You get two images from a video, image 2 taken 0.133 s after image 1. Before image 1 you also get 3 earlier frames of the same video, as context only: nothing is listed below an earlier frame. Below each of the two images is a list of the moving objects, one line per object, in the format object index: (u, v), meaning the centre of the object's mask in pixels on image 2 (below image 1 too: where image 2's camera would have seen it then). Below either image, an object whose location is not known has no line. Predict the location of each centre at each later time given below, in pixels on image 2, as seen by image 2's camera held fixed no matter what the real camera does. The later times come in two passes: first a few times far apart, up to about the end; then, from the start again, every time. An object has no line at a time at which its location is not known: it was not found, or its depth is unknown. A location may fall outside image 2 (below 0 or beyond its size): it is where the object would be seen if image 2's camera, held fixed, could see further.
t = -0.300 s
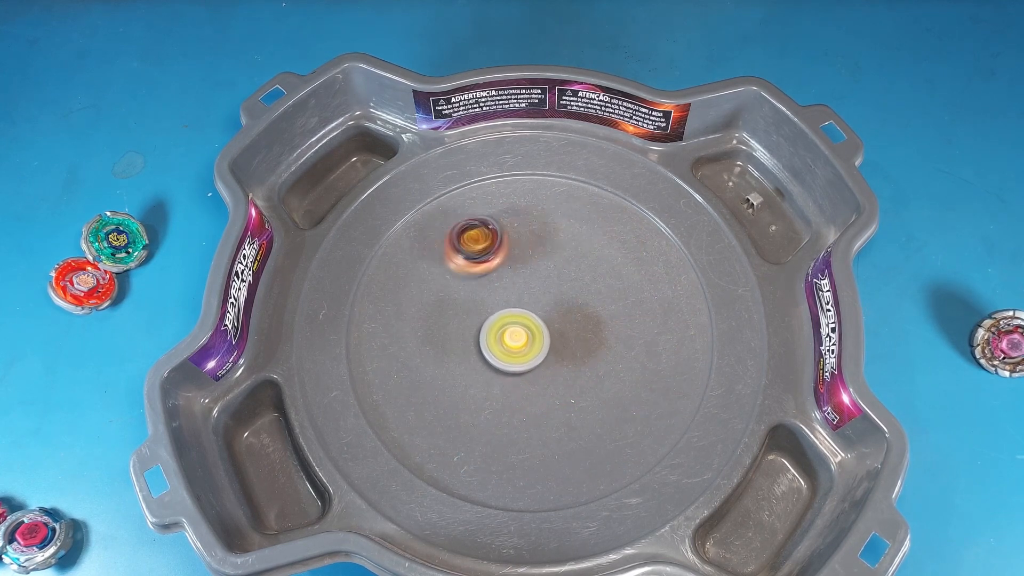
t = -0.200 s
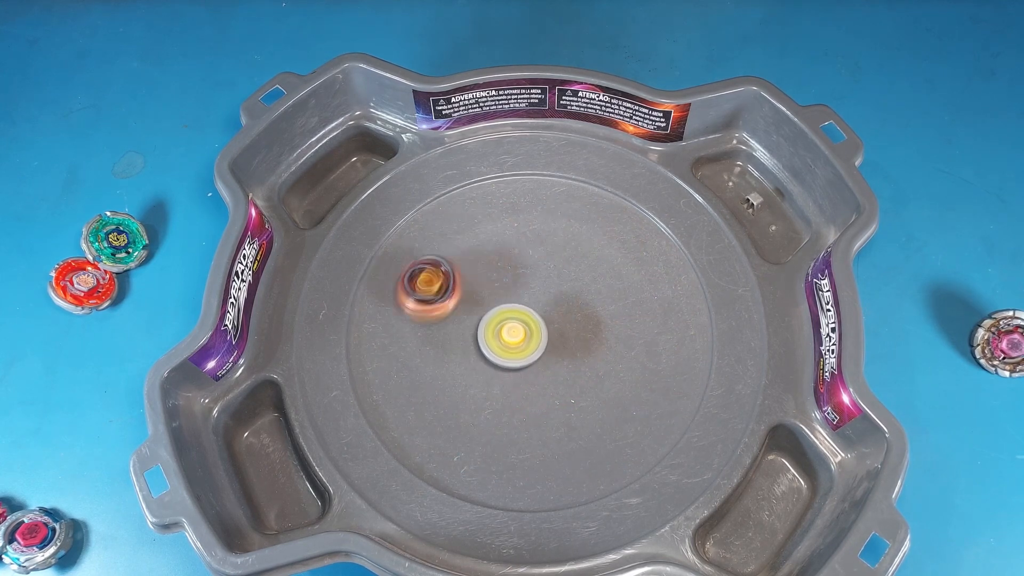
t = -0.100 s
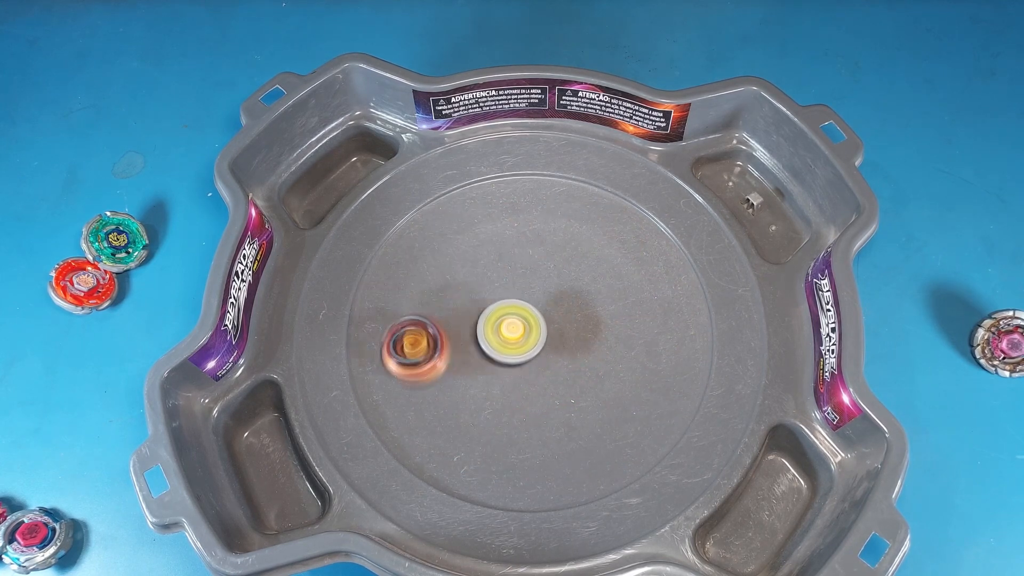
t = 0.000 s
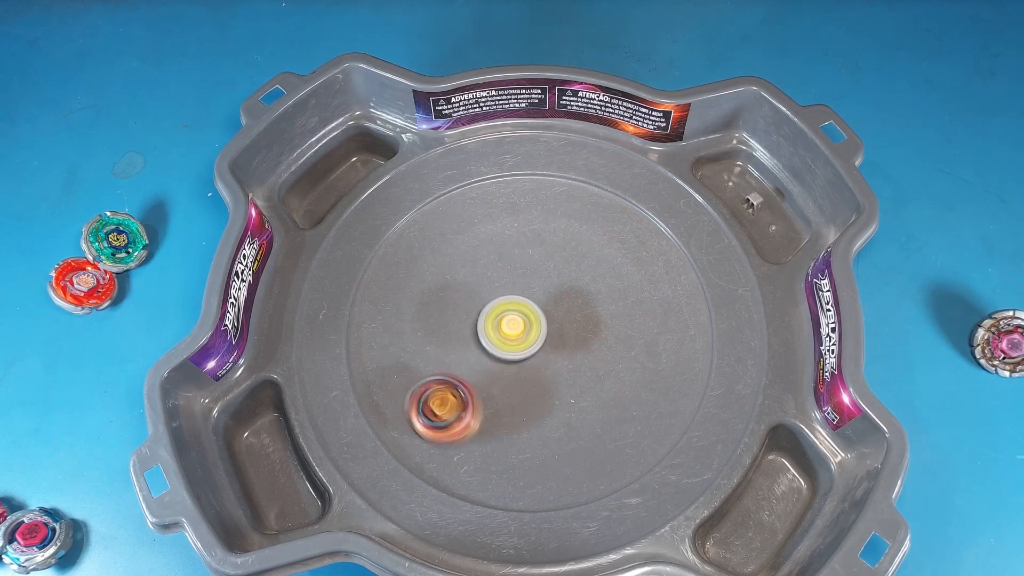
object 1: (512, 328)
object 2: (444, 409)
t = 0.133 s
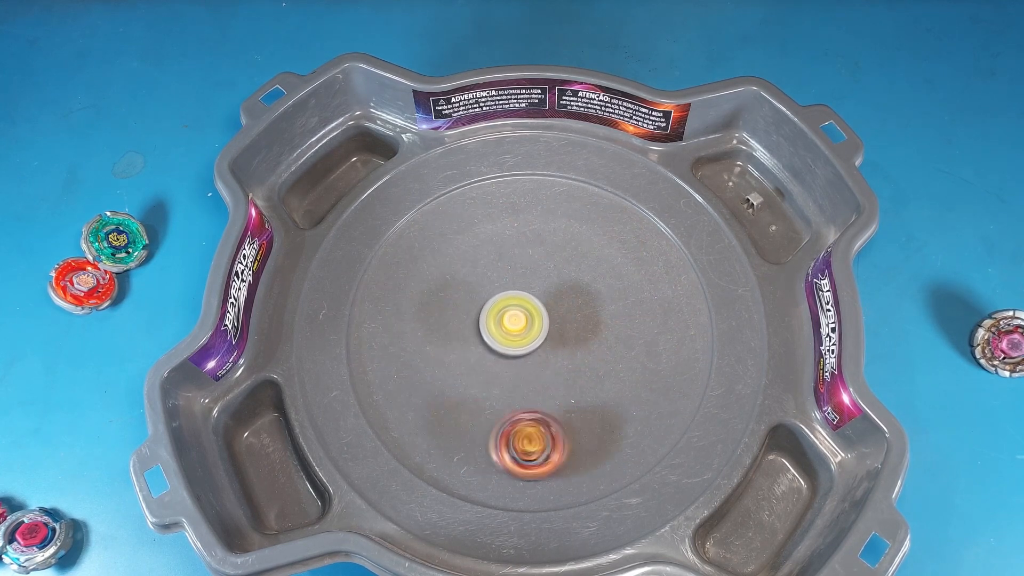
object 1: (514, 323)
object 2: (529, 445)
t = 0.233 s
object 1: (516, 320)
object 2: (596, 424)
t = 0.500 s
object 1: (528, 317)
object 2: (620, 278)
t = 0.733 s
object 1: (538, 320)
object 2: (492, 241)
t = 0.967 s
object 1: (545, 329)
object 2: (416, 351)
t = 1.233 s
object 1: (542, 342)
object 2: (555, 438)
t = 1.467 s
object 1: (536, 349)
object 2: (640, 333)
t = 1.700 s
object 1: (528, 349)
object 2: (556, 239)
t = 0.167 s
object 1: (515, 322)
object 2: (553, 442)
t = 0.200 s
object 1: (516, 321)
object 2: (575, 435)
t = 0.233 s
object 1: (516, 320)
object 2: (596, 424)
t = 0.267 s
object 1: (518, 319)
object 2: (613, 410)
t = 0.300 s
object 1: (519, 318)
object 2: (627, 393)
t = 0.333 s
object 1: (520, 318)
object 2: (637, 374)
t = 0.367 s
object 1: (521, 318)
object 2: (641, 353)
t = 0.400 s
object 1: (523, 317)
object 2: (642, 333)
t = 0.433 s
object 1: (524, 317)
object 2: (638, 313)
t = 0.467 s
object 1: (526, 317)
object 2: (630, 295)
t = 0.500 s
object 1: (528, 317)
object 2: (620, 278)
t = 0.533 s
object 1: (529, 317)
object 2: (607, 265)
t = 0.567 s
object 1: (531, 317)
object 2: (591, 253)
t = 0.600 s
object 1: (533, 317)
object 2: (572, 243)
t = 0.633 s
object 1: (534, 318)
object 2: (553, 237)
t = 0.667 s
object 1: (536, 318)
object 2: (532, 235)
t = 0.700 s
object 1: (537, 319)
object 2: (512, 236)
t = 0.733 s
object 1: (538, 320)
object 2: (492, 241)
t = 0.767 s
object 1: (540, 321)
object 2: (473, 248)
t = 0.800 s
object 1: (541, 322)
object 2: (456, 260)
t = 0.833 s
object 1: (542, 323)
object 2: (441, 273)
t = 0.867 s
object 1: (543, 324)
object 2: (429, 290)
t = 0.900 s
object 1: (544, 326)
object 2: (420, 310)
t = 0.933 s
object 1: (545, 327)
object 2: (416, 330)
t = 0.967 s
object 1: (545, 329)
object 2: (416, 351)
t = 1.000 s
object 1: (545, 330)
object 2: (422, 372)
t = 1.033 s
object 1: (545, 332)
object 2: (431, 391)
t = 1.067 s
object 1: (545, 334)
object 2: (446, 408)
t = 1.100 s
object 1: (545, 336)
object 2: (464, 423)
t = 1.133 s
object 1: (544, 338)
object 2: (485, 433)
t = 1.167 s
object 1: (543, 339)
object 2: (508, 440)
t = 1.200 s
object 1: (542, 340)
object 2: (532, 441)
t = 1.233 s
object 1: (542, 342)
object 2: (555, 438)
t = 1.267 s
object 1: (541, 343)
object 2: (575, 432)
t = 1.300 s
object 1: (540, 344)
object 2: (595, 421)
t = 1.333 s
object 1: (539, 345)
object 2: (612, 407)
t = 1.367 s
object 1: (539, 346)
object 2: (625, 391)
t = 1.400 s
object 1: (538, 347)
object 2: (634, 373)
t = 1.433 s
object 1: (537, 348)
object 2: (640, 352)
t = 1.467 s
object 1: (536, 349)
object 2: (640, 333)
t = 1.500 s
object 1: (535, 350)
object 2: (636, 314)
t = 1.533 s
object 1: (534, 350)
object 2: (630, 296)
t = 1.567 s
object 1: (532, 351)
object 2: (621, 279)
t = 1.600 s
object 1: (531, 350)
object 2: (607, 266)
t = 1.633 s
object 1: (530, 350)
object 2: (592, 254)
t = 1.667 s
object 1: (529, 350)
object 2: (574, 245)
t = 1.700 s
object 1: (528, 349)
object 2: (556, 239)
